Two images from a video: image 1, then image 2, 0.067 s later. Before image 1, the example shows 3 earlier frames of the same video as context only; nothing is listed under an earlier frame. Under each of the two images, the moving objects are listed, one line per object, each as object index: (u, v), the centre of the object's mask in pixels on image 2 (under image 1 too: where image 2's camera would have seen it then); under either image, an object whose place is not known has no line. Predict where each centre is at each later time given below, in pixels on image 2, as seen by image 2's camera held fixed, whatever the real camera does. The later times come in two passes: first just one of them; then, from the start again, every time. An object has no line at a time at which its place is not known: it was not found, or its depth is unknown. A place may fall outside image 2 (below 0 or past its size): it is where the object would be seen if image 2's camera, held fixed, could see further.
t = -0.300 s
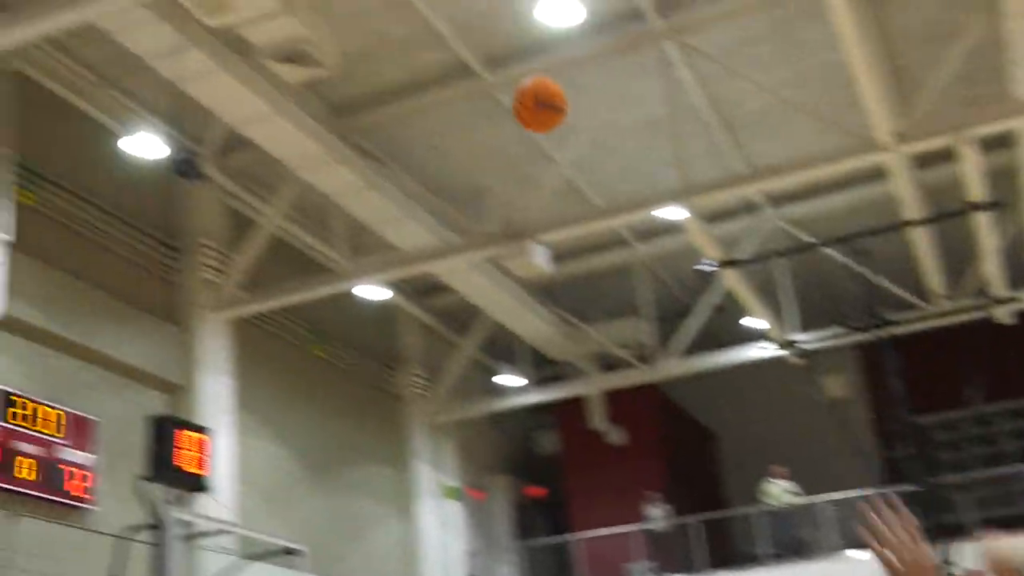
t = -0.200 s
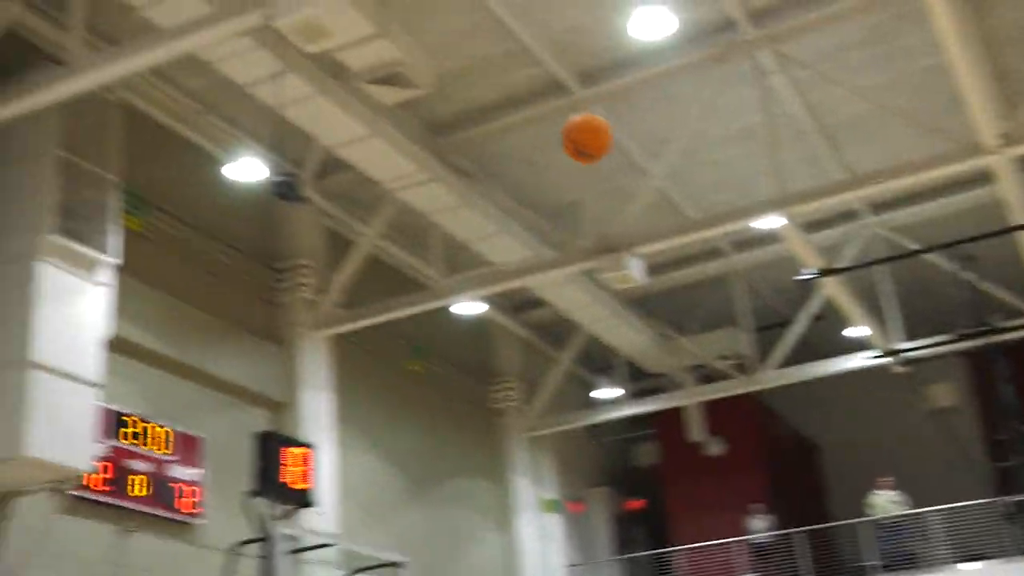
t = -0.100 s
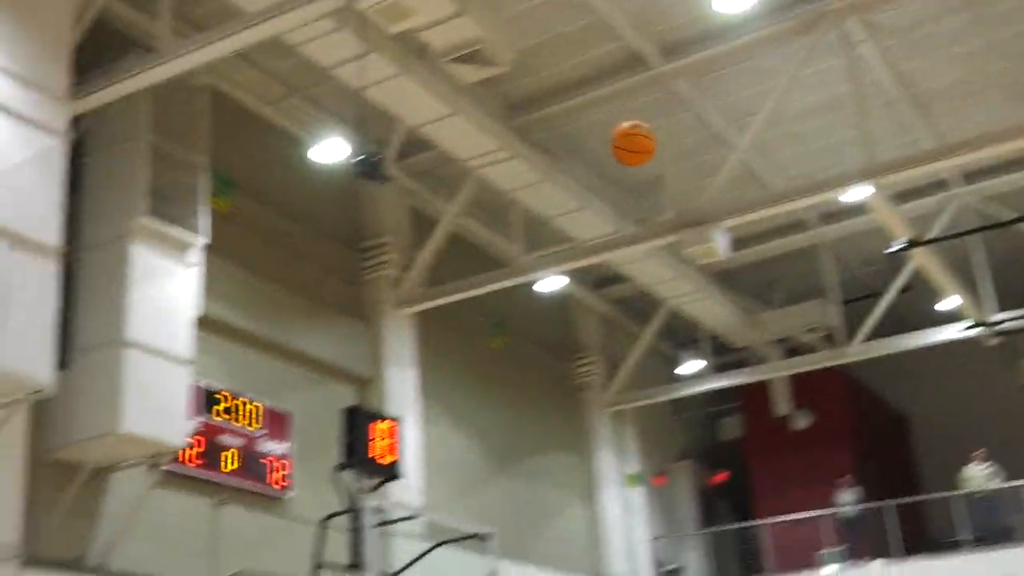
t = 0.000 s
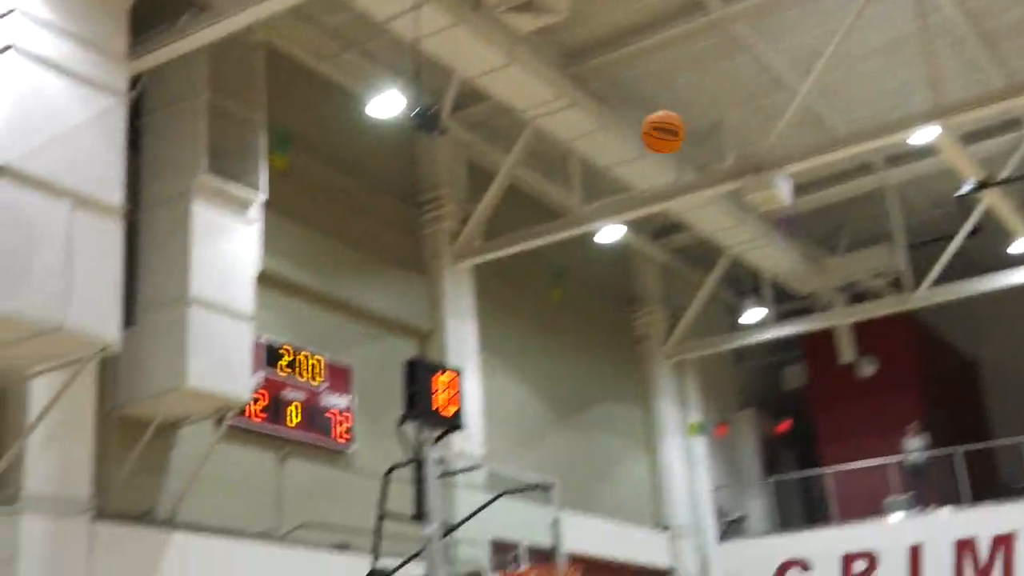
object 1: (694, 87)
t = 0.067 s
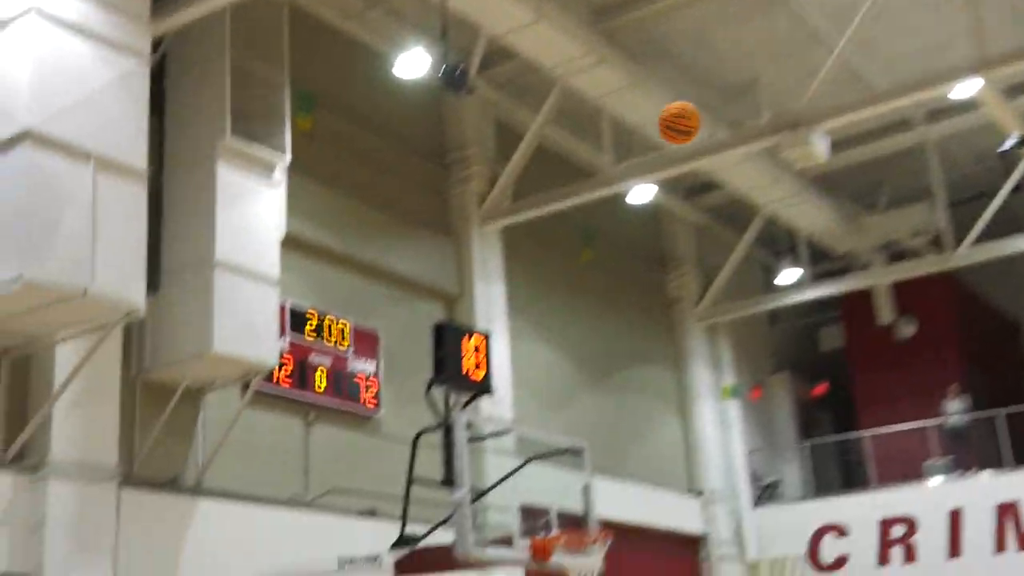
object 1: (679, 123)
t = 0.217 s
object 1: (647, 212)
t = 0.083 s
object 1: (675, 131)
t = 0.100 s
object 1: (672, 138)
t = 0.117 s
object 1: (668, 148)
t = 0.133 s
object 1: (664, 155)
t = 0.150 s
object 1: (660, 166)
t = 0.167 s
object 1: (656, 176)
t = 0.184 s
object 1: (653, 190)
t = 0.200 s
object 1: (650, 202)
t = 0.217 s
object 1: (647, 212)
